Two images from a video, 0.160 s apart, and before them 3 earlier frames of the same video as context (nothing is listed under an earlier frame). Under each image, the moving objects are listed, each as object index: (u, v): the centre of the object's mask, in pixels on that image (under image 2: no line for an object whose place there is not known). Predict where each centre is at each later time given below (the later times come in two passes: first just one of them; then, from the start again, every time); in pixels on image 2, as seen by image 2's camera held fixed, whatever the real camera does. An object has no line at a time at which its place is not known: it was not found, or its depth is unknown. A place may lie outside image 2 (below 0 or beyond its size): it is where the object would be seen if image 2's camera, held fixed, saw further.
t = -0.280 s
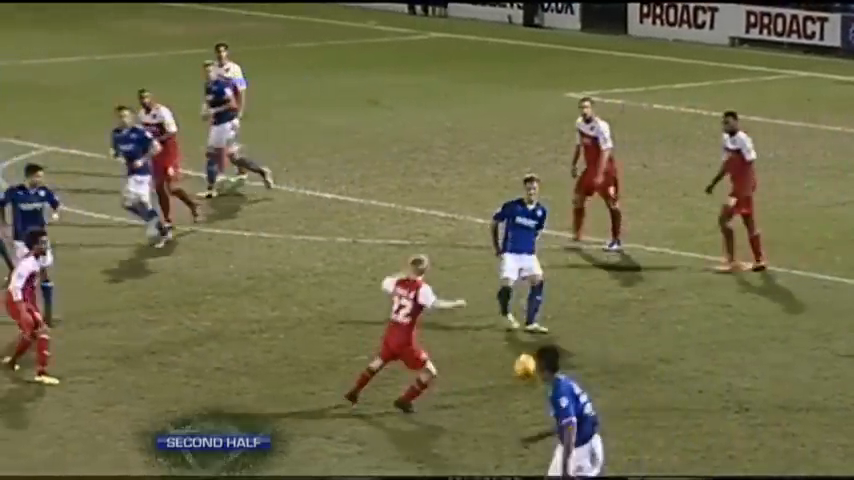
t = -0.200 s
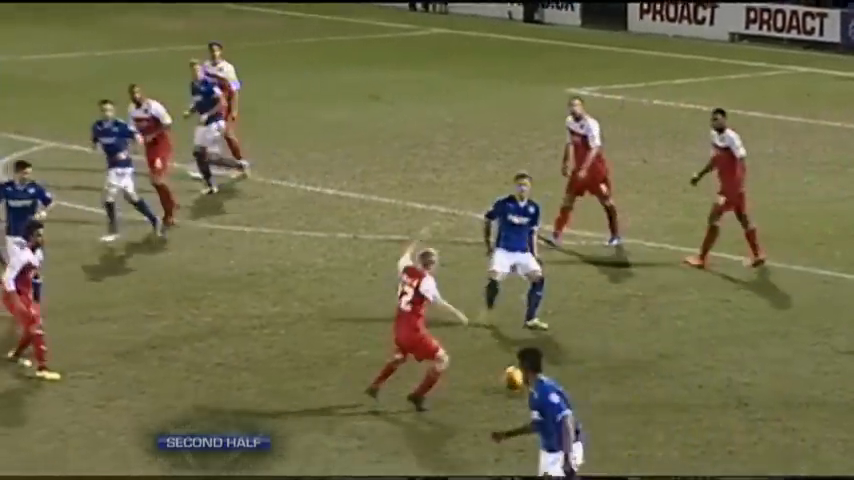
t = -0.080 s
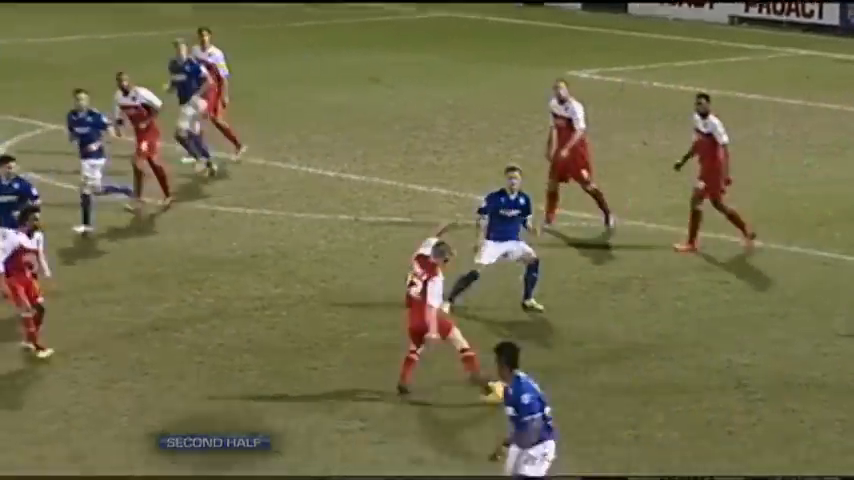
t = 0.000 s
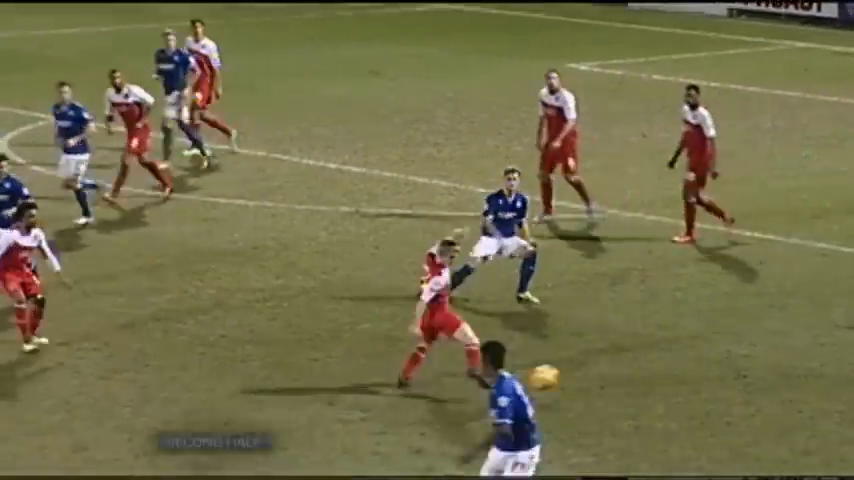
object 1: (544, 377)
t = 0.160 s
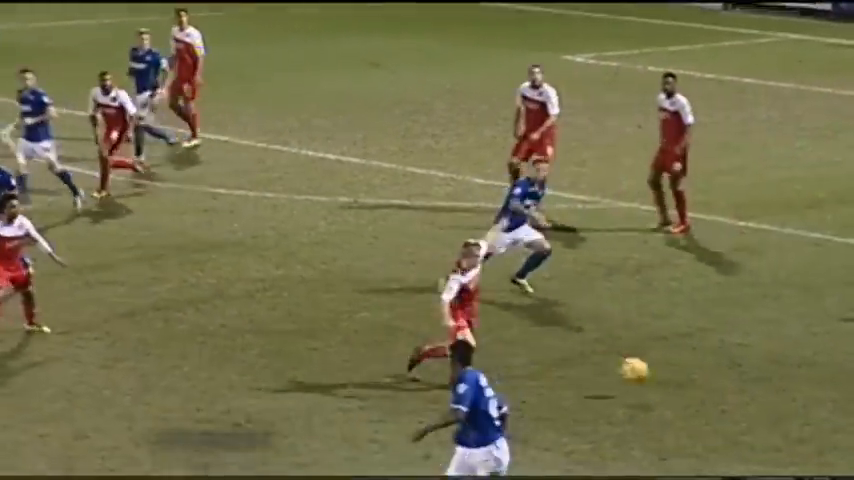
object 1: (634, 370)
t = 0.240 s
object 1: (682, 381)
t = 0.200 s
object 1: (658, 375)
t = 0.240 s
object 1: (682, 381)
